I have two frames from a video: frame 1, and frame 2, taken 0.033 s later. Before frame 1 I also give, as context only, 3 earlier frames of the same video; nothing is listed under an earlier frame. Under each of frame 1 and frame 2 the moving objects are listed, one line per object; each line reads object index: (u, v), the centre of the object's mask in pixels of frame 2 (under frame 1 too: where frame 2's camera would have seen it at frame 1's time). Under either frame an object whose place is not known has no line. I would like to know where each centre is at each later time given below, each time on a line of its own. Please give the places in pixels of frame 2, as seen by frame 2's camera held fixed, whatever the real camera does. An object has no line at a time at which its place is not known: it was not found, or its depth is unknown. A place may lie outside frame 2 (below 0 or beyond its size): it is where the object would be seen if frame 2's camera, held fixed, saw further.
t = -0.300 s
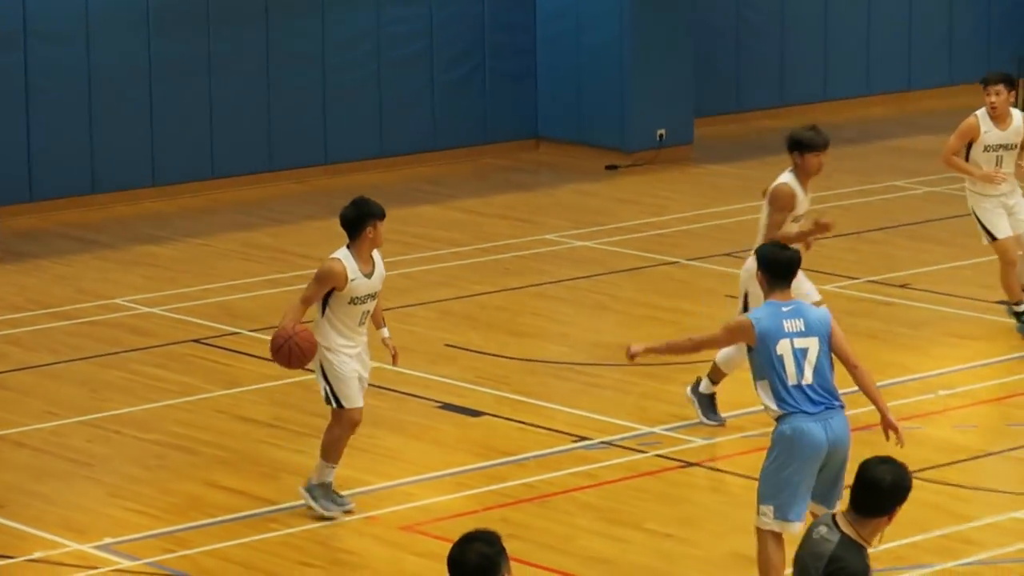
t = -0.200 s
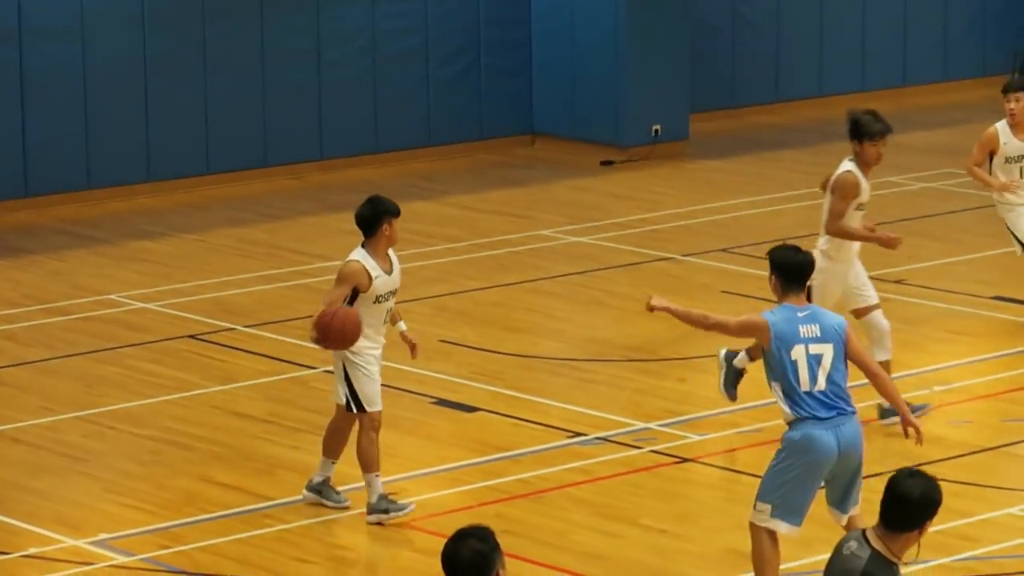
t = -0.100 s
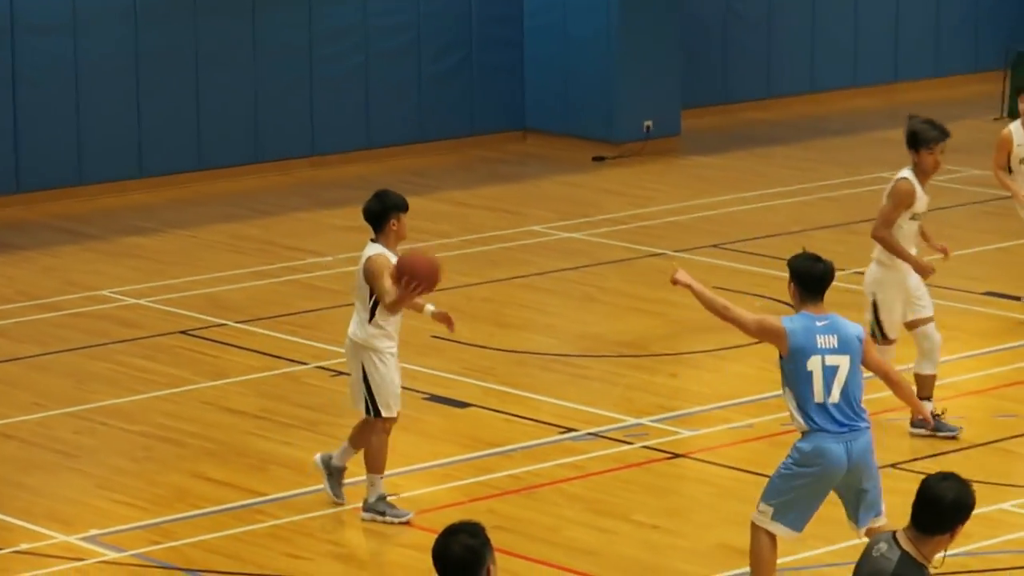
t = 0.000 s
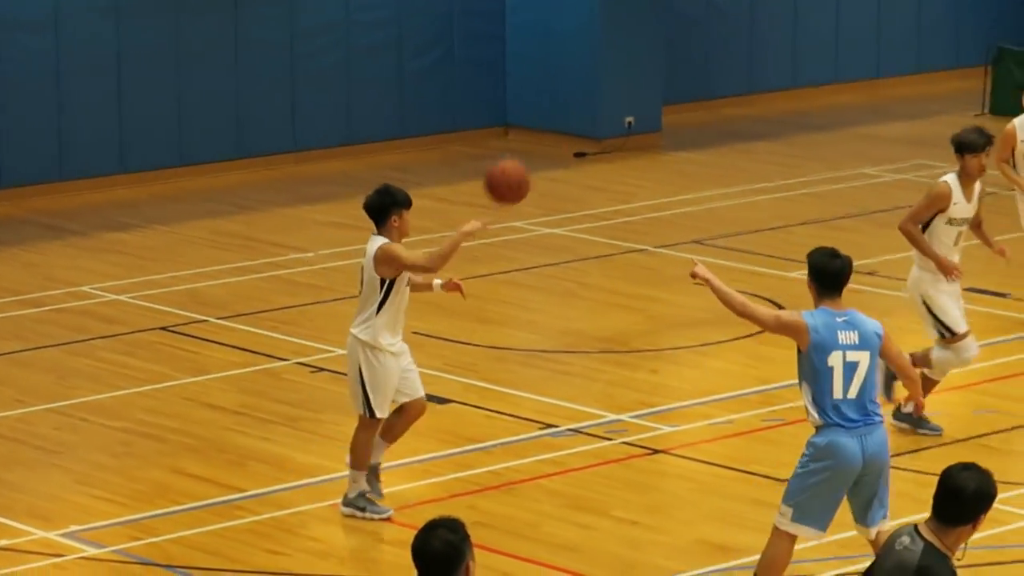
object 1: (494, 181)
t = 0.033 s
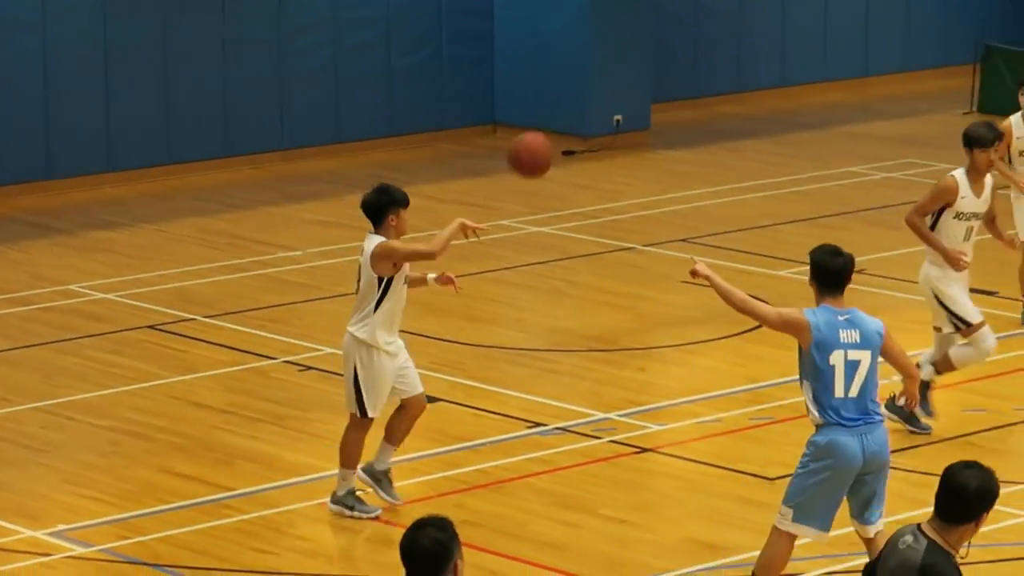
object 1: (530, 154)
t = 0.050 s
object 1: (547, 143)
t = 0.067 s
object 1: (565, 132)
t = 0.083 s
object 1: (580, 123)
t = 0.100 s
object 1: (597, 114)
